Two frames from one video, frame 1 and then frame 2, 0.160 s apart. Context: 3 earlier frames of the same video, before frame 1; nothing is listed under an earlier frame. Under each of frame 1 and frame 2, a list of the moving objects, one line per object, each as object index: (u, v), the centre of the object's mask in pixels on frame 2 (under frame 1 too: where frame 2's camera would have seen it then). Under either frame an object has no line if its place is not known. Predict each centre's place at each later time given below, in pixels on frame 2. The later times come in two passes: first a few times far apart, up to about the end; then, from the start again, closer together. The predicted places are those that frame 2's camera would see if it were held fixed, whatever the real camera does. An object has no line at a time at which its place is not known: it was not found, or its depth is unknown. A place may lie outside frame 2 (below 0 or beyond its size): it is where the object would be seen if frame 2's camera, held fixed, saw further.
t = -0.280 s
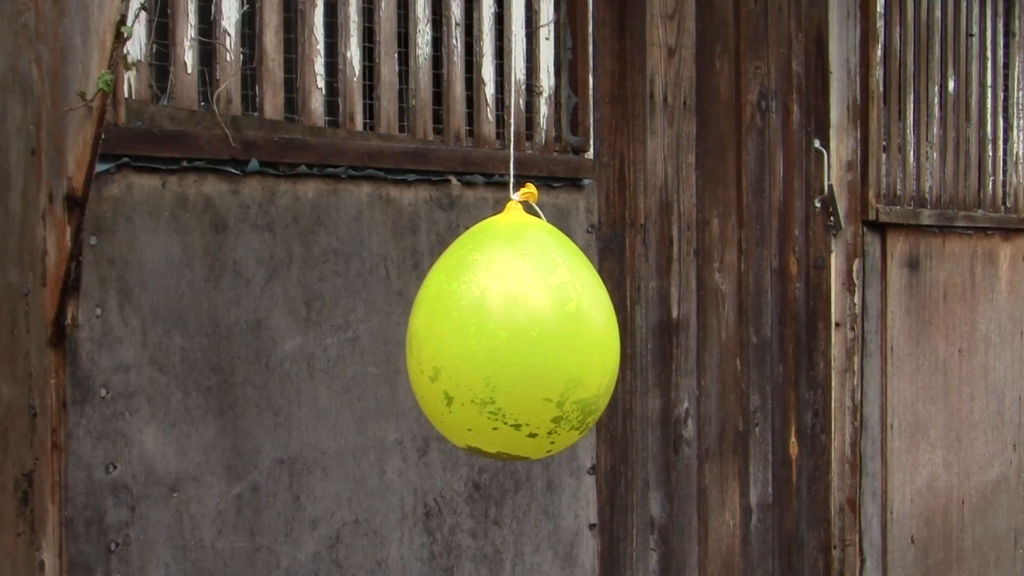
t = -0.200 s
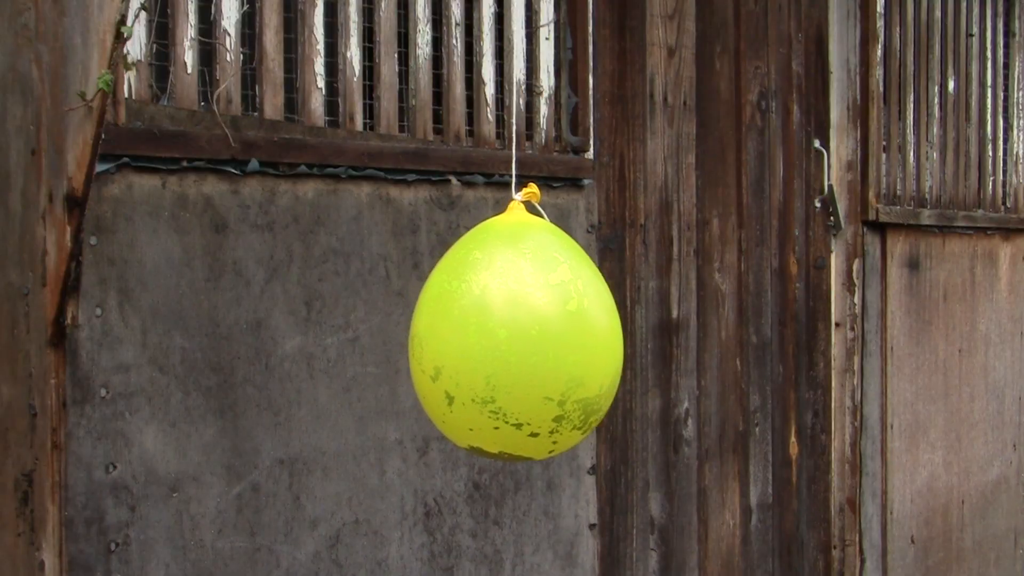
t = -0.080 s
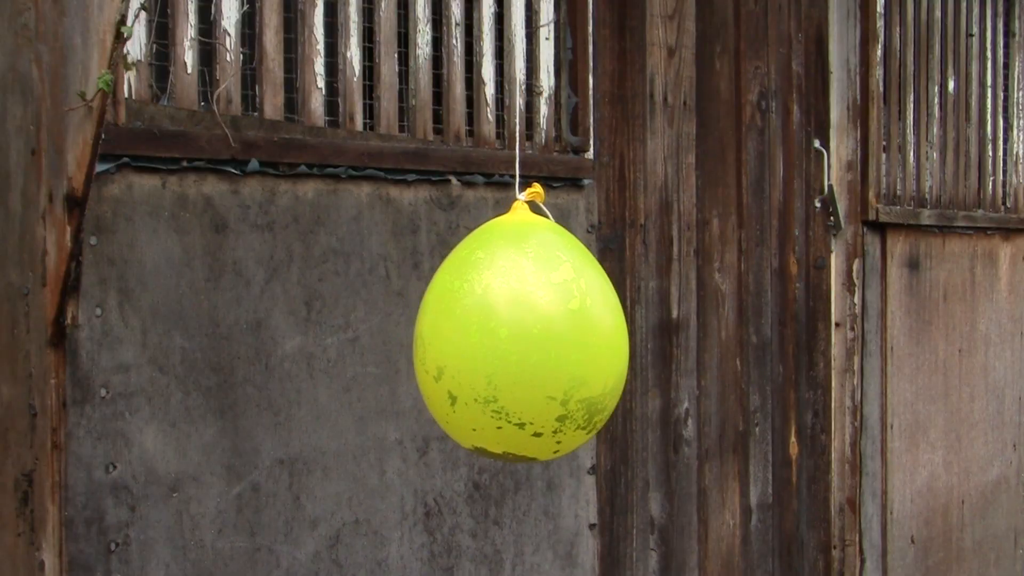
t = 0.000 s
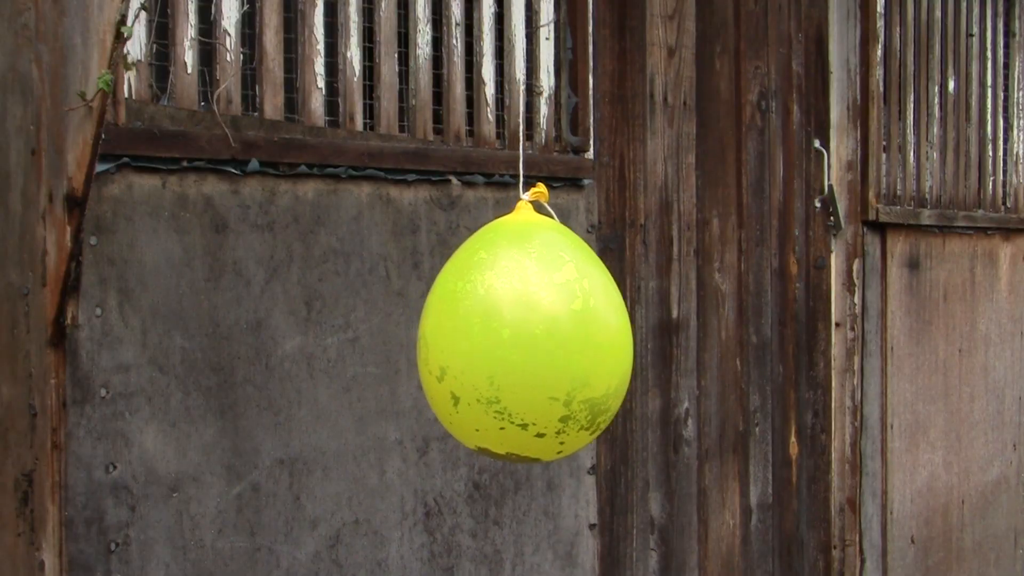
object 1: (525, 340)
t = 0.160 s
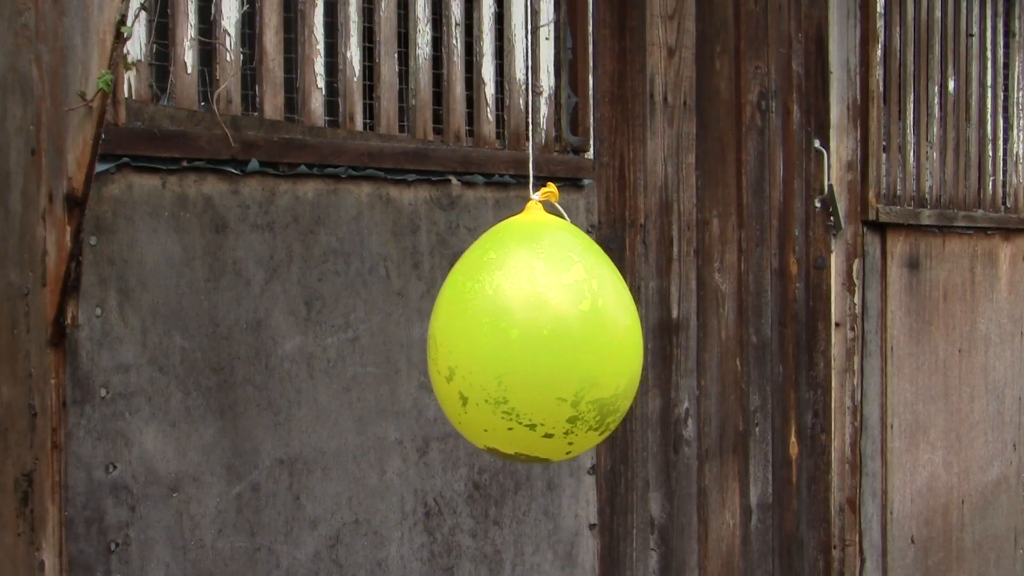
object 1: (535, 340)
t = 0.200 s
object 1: (538, 340)
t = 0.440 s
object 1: (557, 339)
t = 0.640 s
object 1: (574, 337)
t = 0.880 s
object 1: (589, 337)
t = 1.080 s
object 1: (593, 336)
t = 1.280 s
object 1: (583, 336)
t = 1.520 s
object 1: (551, 337)
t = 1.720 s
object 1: (518, 337)
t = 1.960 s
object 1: (486, 337)
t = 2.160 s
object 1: (470, 338)
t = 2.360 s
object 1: (474, 339)
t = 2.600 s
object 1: (512, 342)
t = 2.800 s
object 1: (563, 341)
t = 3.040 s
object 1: (619, 337)
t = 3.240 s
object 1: (637, 333)
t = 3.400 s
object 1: (623, 332)
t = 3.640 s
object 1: (572, 331)
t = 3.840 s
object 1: (522, 331)
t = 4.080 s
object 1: (477, 331)
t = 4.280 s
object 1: (467, 333)
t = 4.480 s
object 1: (484, 338)
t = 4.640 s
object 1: (520, 341)
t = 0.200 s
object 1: (538, 340)
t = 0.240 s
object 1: (541, 340)
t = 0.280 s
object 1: (544, 340)
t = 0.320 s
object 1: (547, 339)
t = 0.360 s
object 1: (550, 339)
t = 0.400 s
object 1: (553, 339)
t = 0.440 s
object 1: (557, 339)
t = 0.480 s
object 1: (560, 338)
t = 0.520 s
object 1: (564, 338)
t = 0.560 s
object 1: (567, 338)
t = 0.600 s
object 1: (571, 338)
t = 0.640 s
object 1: (574, 337)
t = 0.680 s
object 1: (577, 337)
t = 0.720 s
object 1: (580, 337)
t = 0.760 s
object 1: (582, 337)
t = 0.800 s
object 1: (585, 336)
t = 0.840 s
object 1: (587, 336)
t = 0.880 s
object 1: (589, 337)
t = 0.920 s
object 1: (591, 337)
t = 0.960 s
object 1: (592, 336)
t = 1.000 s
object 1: (593, 336)
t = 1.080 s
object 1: (593, 336)
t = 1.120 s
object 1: (592, 337)
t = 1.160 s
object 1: (590, 337)
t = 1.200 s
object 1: (589, 337)
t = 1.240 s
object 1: (586, 336)
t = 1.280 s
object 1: (583, 336)
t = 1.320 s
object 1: (579, 337)
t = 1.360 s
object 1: (574, 338)
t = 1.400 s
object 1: (570, 338)
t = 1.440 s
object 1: (564, 338)
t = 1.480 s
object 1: (558, 338)
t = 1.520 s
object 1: (551, 337)
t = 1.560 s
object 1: (545, 337)
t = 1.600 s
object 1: (538, 337)
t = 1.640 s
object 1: (532, 337)
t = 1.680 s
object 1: (525, 337)
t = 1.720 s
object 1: (518, 337)
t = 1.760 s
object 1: (513, 337)
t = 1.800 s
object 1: (506, 337)
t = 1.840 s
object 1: (501, 337)
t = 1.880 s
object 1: (495, 337)
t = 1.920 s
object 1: (490, 337)
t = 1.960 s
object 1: (486, 337)
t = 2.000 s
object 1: (482, 337)
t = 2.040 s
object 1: (478, 337)
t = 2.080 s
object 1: (475, 337)
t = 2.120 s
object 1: (472, 337)
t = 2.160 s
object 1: (470, 338)
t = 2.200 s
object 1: (470, 338)
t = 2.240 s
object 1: (469, 338)
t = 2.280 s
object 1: (470, 339)
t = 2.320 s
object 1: (471, 339)
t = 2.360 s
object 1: (474, 339)
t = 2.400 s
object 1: (478, 340)
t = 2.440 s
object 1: (483, 340)
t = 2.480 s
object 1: (488, 341)
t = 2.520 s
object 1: (495, 341)
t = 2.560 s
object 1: (503, 341)
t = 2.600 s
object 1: (512, 342)
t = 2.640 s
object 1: (521, 342)
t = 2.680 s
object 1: (531, 342)
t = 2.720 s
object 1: (542, 342)
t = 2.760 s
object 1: (553, 341)
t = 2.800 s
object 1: (563, 341)
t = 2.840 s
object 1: (574, 340)
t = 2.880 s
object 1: (584, 339)
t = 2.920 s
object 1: (594, 339)
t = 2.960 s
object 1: (603, 338)
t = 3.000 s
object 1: (611, 338)
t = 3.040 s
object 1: (619, 337)
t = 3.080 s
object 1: (625, 337)
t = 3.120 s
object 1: (630, 335)
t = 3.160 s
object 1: (634, 335)
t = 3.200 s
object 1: (636, 335)
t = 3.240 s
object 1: (637, 333)
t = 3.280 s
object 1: (635, 333)
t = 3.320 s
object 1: (632, 333)
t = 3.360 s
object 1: (628, 332)
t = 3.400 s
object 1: (623, 332)
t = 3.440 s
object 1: (616, 332)
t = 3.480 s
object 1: (609, 333)
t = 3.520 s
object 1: (601, 333)
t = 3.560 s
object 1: (592, 332)
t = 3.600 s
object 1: (582, 331)
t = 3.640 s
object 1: (572, 331)
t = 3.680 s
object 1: (562, 331)
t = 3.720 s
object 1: (551, 331)
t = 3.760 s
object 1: (541, 331)
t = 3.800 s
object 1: (532, 331)
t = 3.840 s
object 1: (522, 331)
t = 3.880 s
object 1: (513, 330)
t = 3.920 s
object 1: (504, 330)
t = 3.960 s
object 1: (497, 331)
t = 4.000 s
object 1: (489, 331)
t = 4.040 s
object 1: (483, 331)
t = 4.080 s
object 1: (477, 331)
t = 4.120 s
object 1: (473, 331)
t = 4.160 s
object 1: (469, 332)
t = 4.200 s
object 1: (467, 332)
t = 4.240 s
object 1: (466, 333)
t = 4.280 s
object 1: (467, 333)
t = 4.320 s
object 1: (467, 334)
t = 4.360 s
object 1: (470, 335)
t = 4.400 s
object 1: (473, 336)
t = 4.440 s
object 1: (478, 338)
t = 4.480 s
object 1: (484, 338)
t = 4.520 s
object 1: (491, 339)
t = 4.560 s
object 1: (500, 339)
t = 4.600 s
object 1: (510, 340)
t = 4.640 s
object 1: (520, 341)
